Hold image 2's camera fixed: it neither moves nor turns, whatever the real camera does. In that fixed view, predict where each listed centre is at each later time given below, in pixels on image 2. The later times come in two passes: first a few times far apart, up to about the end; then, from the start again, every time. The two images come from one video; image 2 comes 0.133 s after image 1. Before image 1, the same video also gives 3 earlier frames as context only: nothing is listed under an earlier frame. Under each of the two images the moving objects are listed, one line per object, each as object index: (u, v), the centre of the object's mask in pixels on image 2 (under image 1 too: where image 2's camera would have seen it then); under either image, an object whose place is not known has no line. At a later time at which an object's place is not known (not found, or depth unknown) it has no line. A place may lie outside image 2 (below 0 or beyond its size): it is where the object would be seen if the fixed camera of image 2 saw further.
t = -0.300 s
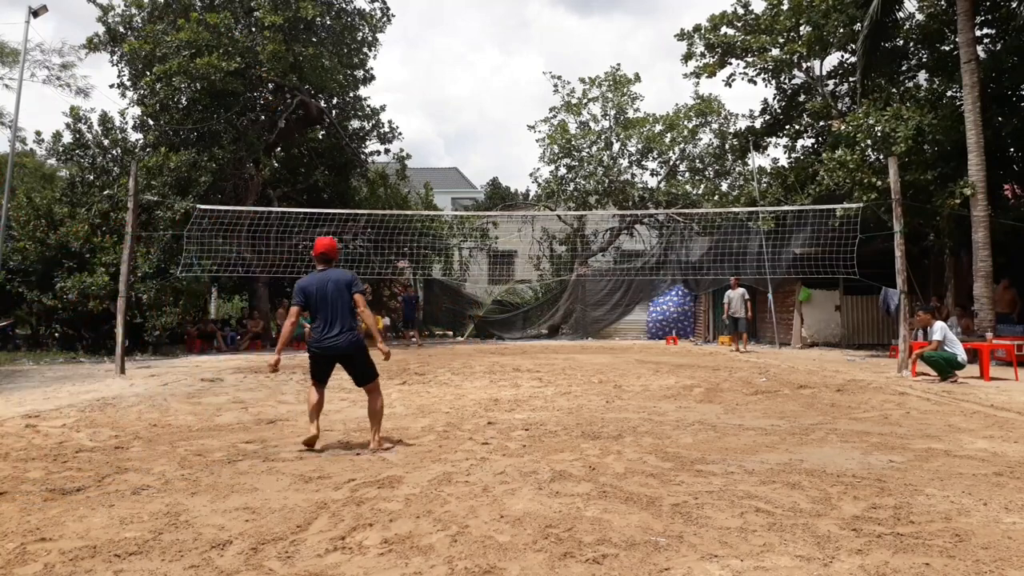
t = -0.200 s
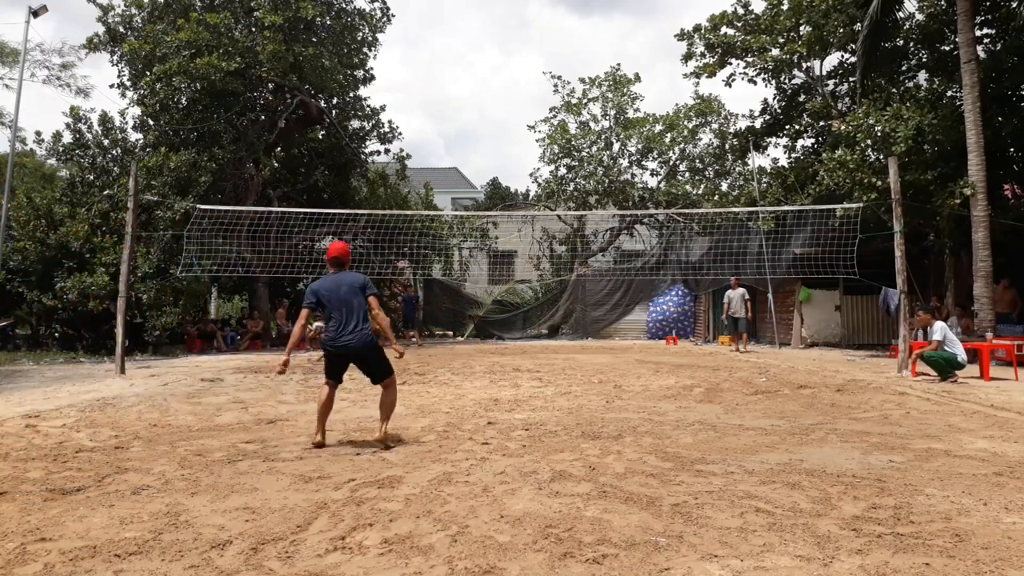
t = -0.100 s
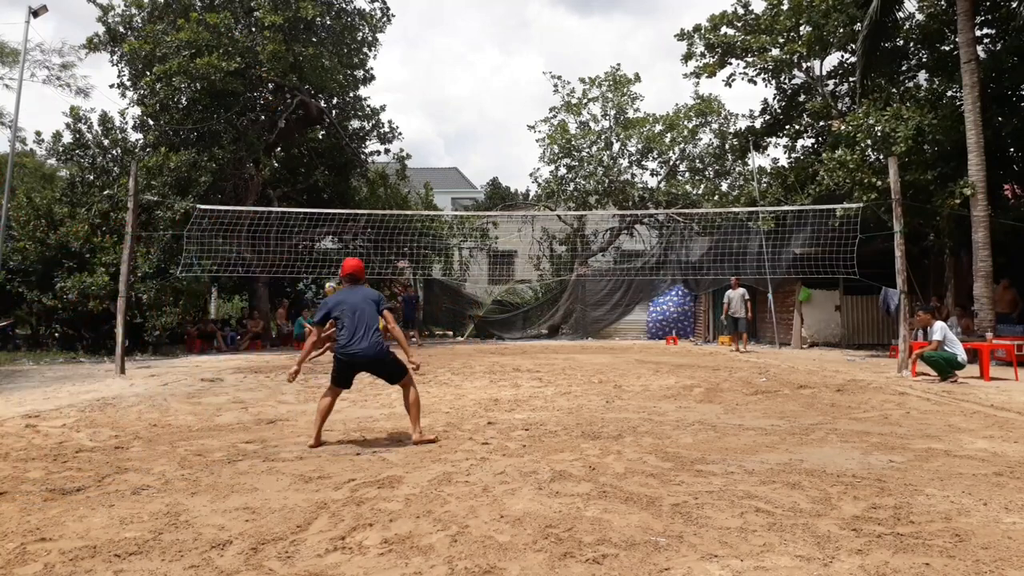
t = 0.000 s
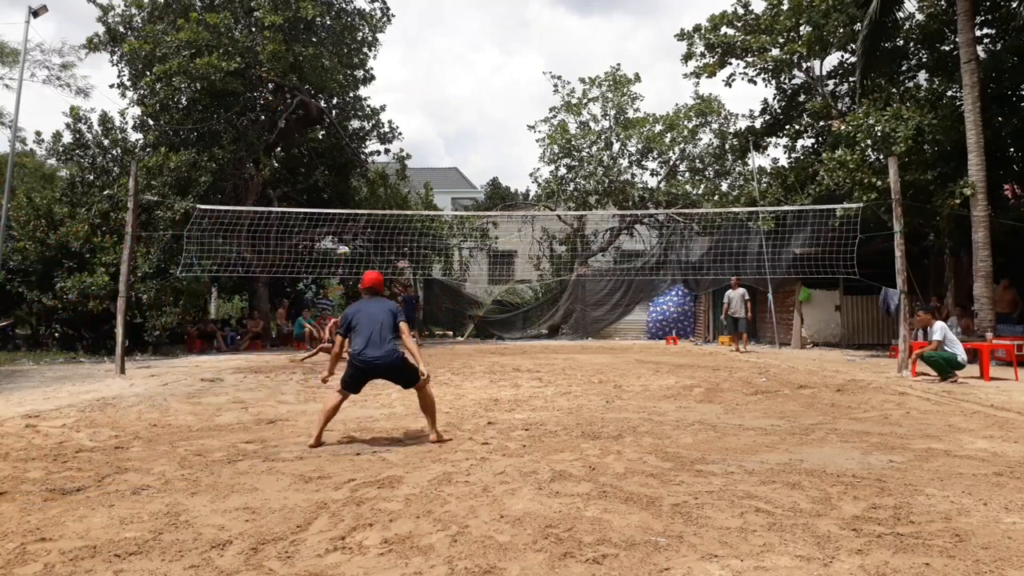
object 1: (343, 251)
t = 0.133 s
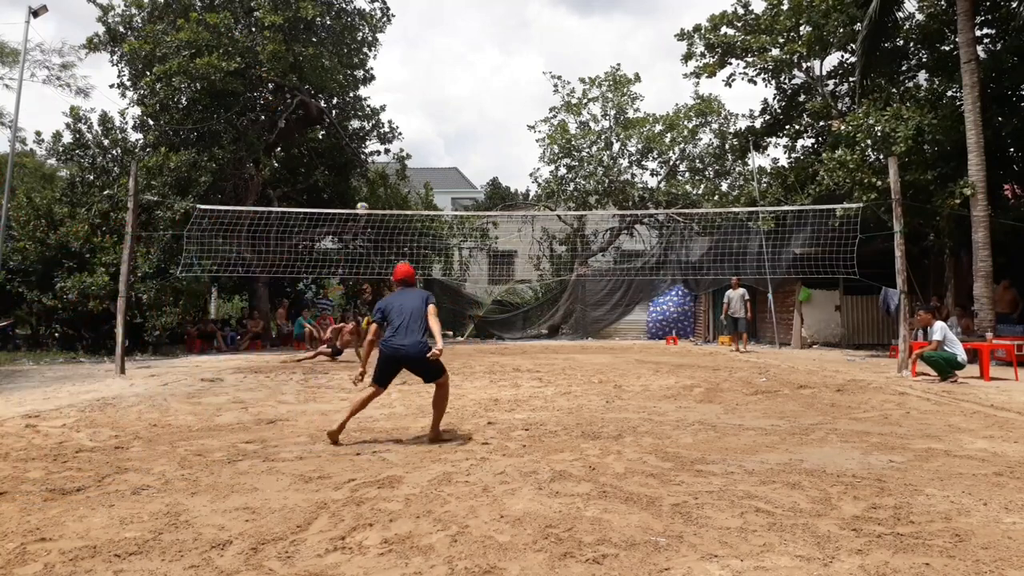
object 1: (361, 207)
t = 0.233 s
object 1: (378, 181)
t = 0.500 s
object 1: (427, 130)
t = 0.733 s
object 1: (481, 120)
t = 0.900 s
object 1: (526, 141)
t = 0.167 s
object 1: (367, 198)
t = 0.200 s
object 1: (372, 189)
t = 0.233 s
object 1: (378, 181)
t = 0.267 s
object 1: (383, 173)
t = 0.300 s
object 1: (389, 164)
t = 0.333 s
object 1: (396, 158)
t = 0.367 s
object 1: (402, 152)
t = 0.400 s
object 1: (408, 145)
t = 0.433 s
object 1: (414, 139)
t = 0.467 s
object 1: (420, 134)
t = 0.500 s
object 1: (427, 130)
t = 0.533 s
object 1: (434, 126)
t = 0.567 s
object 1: (441, 123)
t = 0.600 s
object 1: (449, 121)
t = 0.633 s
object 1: (456, 120)
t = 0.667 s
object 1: (464, 119)
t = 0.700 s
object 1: (472, 119)
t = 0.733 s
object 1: (481, 120)
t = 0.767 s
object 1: (490, 123)
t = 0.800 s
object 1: (498, 125)
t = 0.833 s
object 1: (507, 129)
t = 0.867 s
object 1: (517, 135)
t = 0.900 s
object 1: (526, 141)
